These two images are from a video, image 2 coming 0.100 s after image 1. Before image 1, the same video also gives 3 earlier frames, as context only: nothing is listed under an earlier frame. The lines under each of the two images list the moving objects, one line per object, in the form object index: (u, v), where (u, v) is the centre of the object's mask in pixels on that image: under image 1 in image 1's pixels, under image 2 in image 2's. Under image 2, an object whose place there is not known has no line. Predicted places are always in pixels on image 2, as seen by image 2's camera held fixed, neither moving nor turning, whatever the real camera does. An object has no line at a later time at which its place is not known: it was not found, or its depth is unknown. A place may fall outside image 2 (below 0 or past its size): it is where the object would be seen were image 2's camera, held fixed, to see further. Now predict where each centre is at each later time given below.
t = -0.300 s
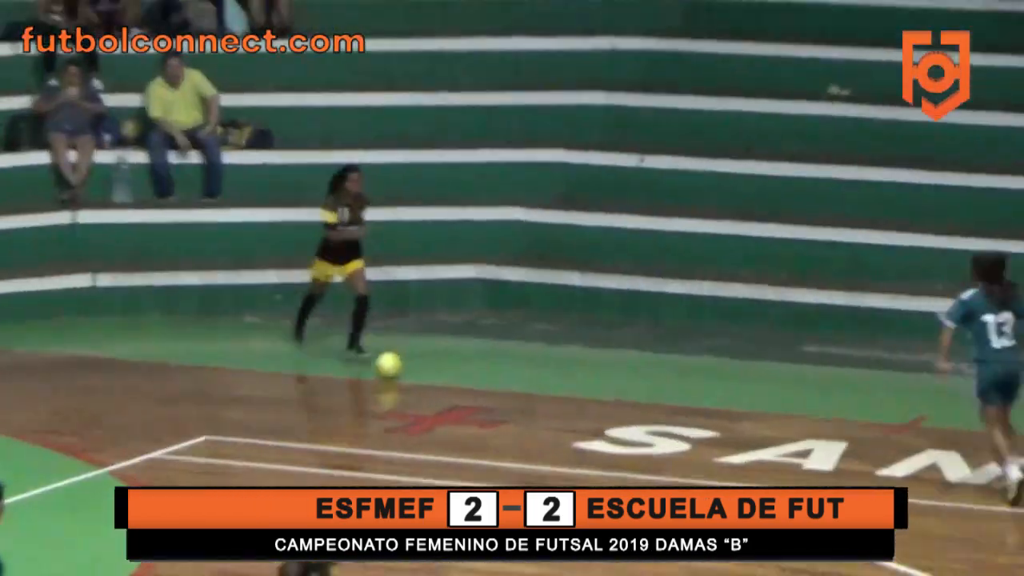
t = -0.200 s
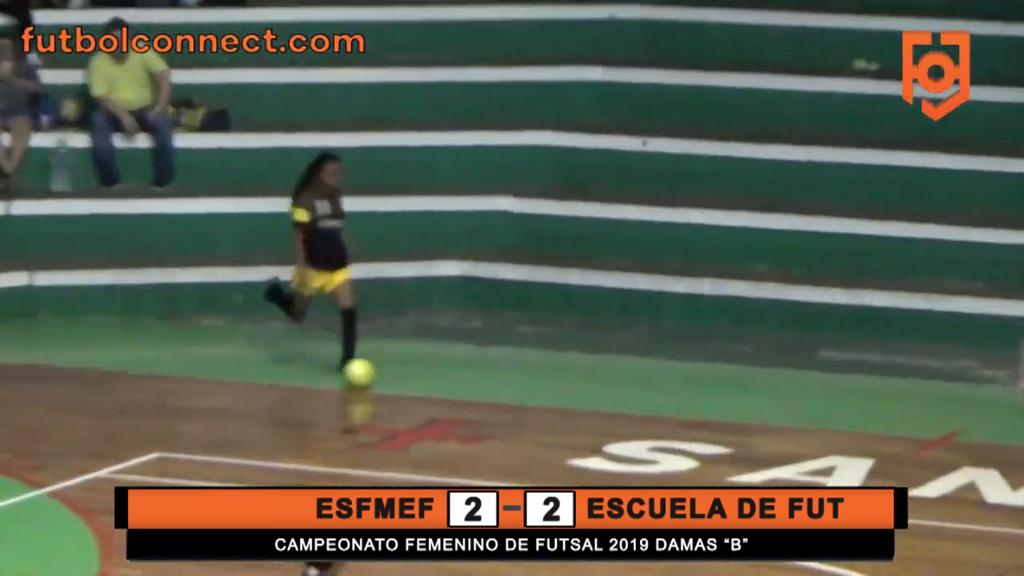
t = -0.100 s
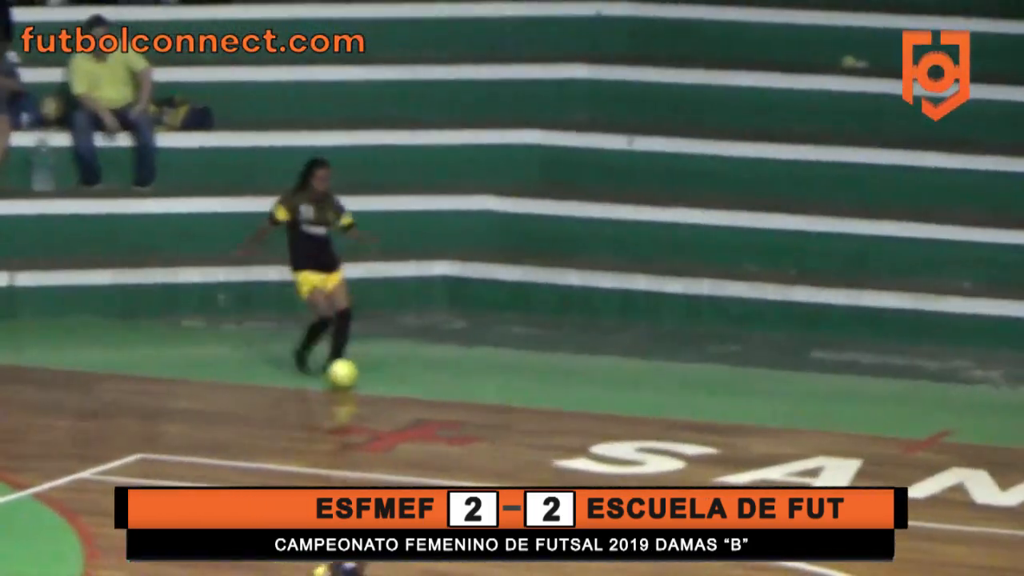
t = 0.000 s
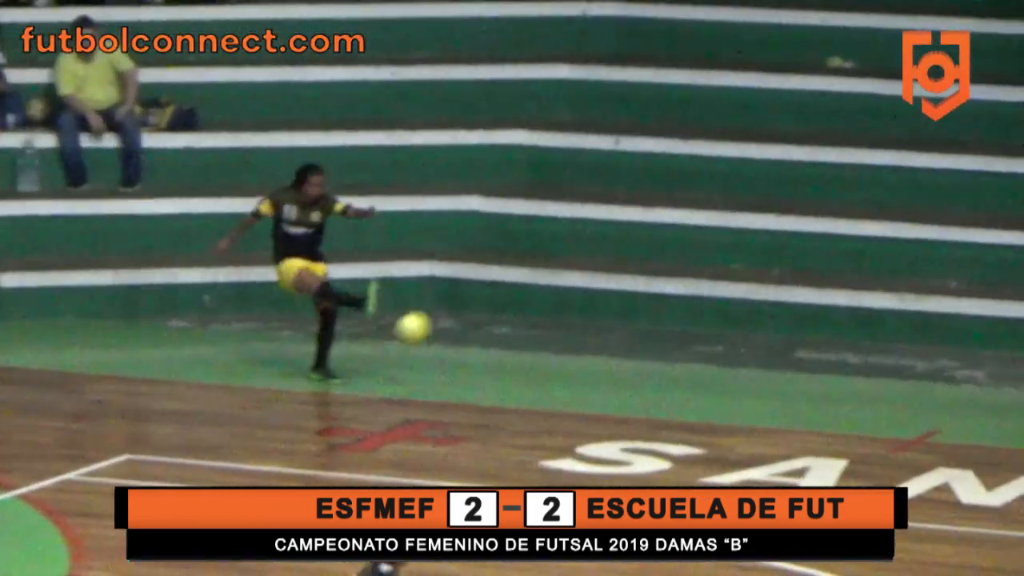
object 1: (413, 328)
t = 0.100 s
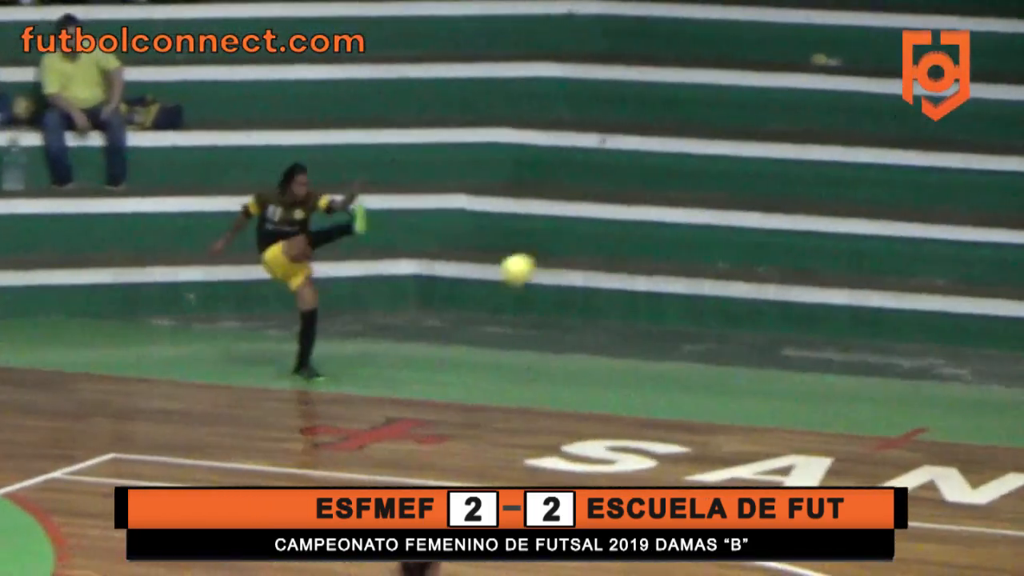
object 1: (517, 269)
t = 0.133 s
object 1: (558, 252)
